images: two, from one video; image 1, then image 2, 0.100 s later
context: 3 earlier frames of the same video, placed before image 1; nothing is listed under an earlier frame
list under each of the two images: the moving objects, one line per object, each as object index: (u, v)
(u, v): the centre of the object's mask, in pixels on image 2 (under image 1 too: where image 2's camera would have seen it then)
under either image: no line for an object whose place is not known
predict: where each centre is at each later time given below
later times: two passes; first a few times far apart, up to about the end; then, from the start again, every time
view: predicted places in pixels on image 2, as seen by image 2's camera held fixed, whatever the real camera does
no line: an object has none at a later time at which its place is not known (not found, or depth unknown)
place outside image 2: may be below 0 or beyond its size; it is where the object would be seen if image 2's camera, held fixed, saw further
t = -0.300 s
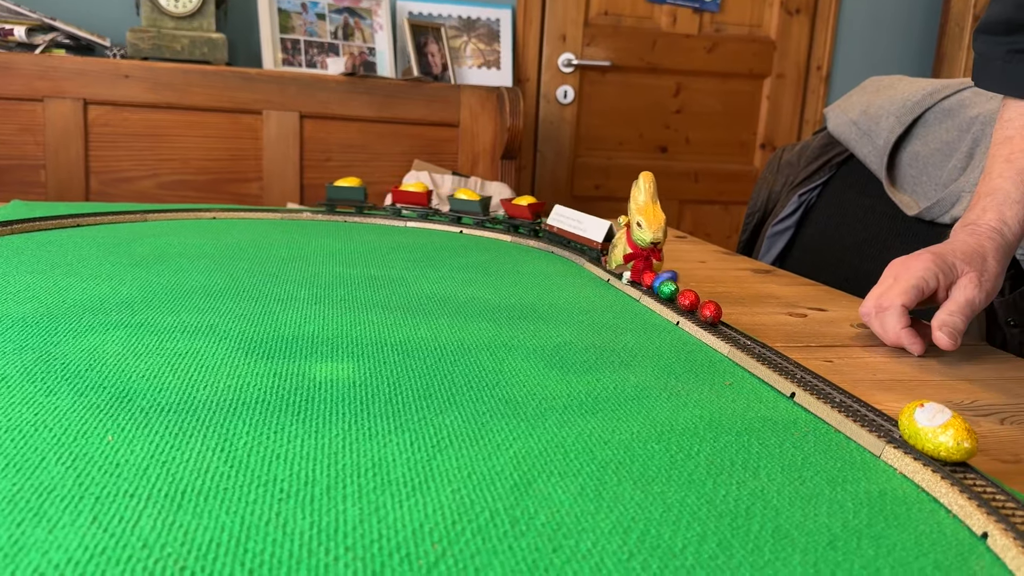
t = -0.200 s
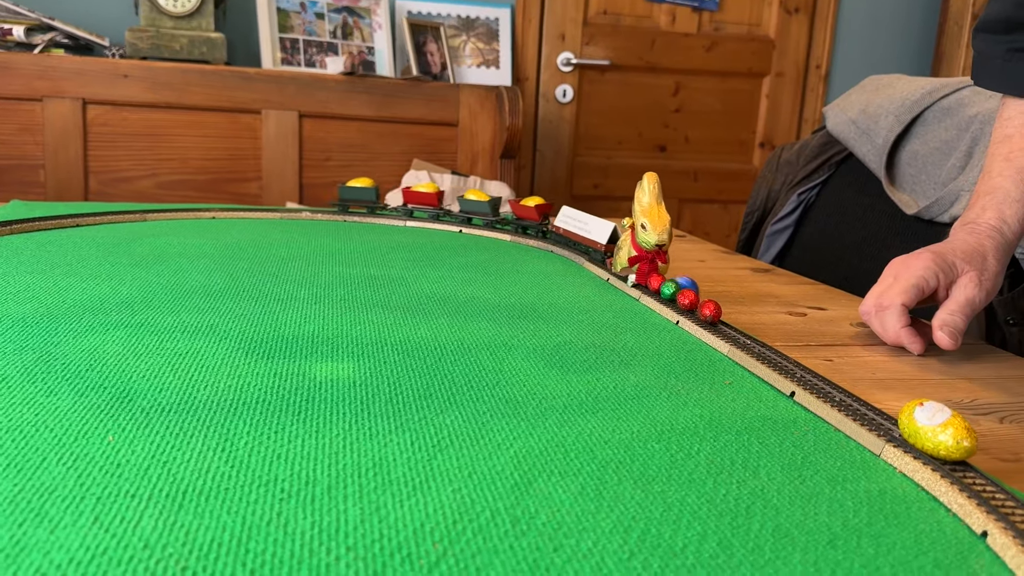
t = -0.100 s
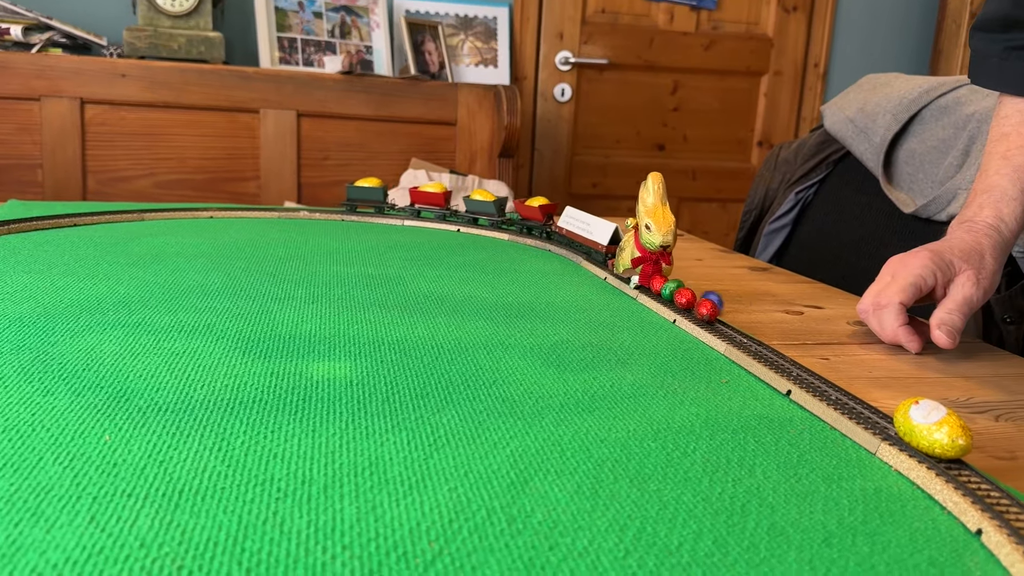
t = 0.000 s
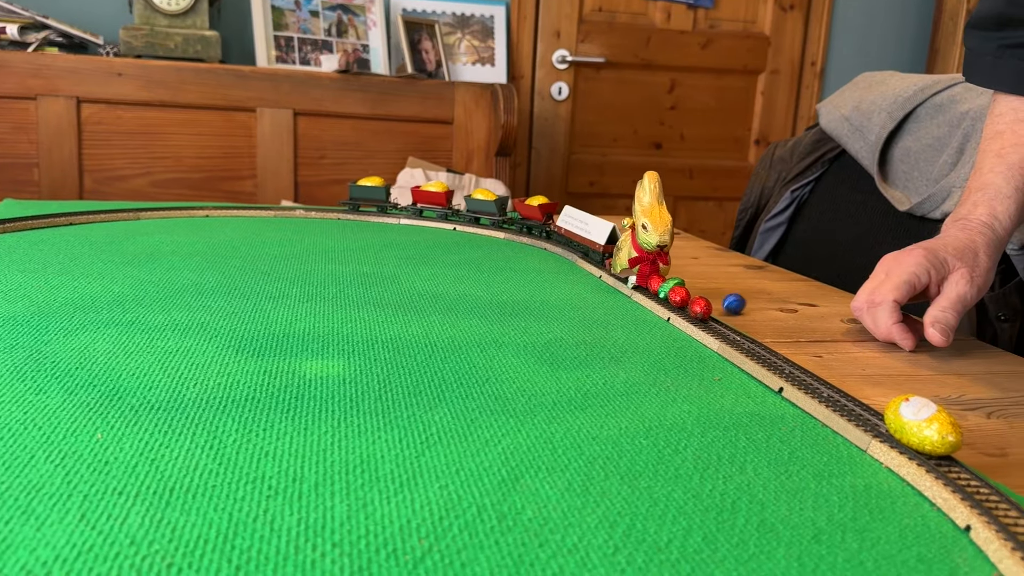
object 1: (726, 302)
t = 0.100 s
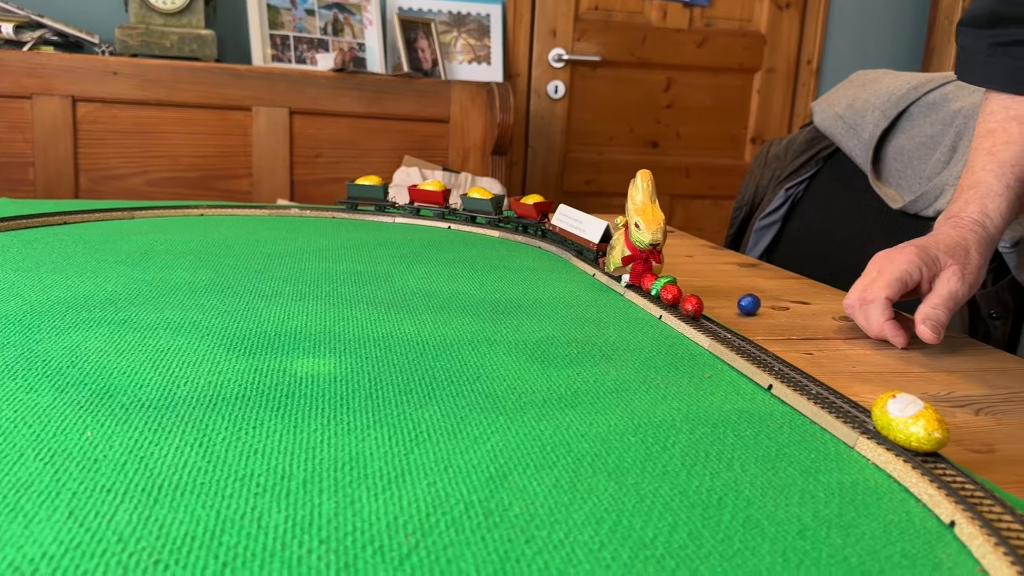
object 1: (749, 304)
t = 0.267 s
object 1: (778, 311)
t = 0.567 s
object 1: (815, 321)
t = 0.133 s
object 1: (755, 306)
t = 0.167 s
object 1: (762, 307)
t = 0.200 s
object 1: (768, 308)
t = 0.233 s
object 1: (774, 309)
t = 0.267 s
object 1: (778, 311)
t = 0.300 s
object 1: (782, 312)
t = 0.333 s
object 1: (786, 314)
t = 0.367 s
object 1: (790, 315)
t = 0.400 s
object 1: (795, 316)
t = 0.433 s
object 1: (800, 317)
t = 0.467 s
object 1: (804, 317)
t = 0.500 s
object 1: (807, 319)
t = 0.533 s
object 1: (811, 320)
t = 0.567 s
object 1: (815, 321)
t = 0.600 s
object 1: (819, 322)
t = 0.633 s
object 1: (823, 322)
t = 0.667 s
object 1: (826, 323)
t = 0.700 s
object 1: (829, 324)
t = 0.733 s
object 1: (832, 326)
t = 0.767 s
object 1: (835, 328)
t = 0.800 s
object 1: (838, 329)
